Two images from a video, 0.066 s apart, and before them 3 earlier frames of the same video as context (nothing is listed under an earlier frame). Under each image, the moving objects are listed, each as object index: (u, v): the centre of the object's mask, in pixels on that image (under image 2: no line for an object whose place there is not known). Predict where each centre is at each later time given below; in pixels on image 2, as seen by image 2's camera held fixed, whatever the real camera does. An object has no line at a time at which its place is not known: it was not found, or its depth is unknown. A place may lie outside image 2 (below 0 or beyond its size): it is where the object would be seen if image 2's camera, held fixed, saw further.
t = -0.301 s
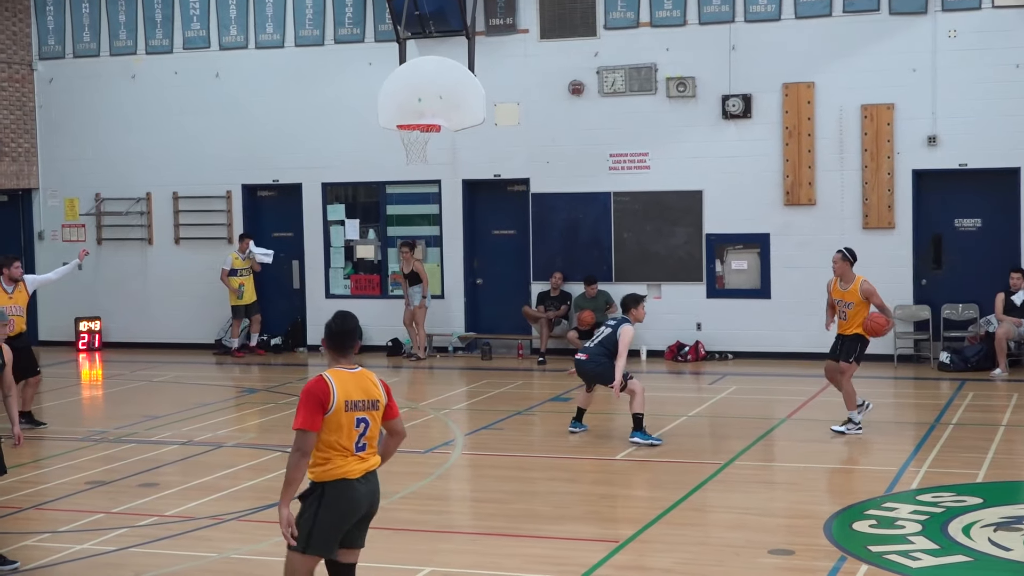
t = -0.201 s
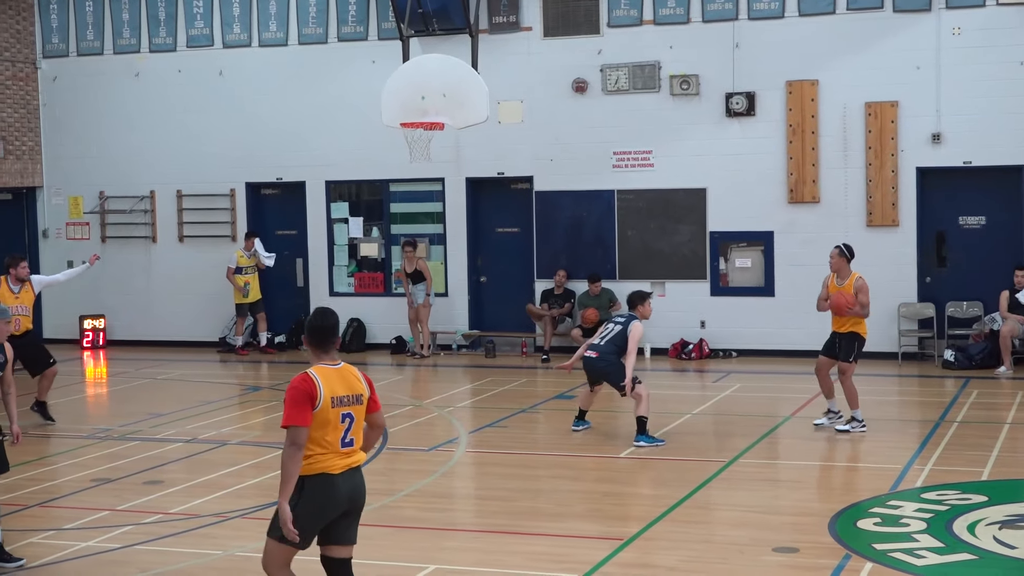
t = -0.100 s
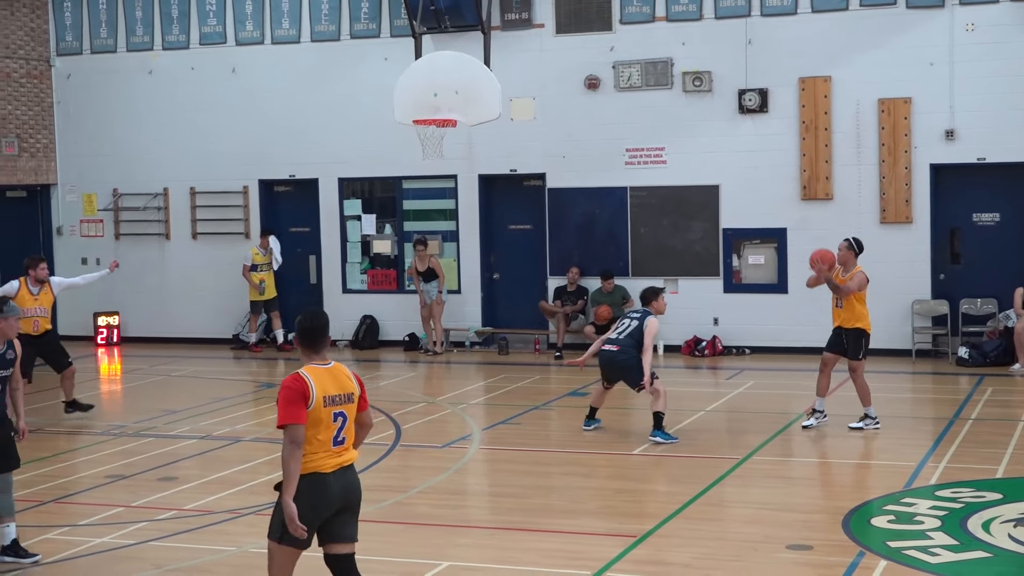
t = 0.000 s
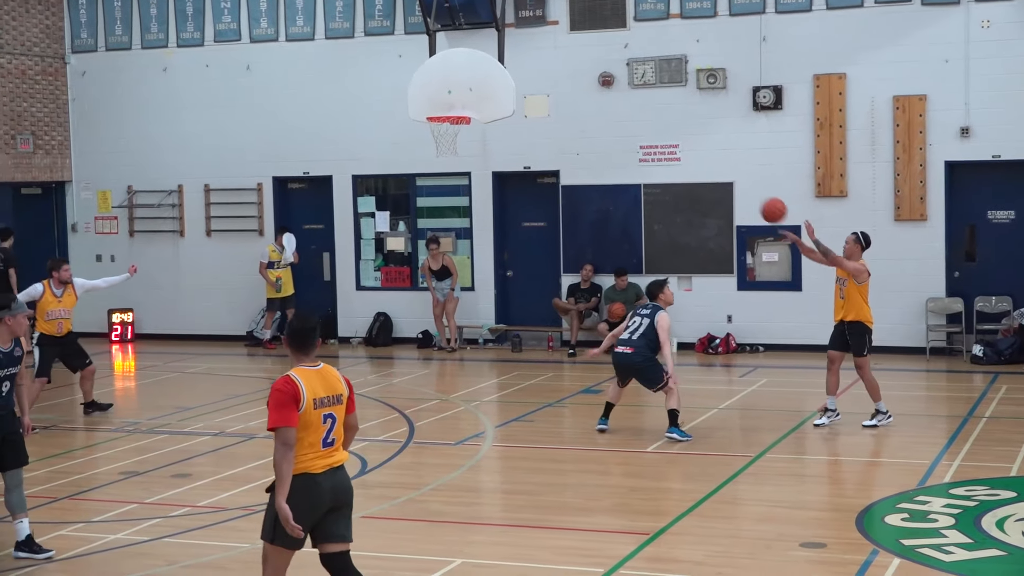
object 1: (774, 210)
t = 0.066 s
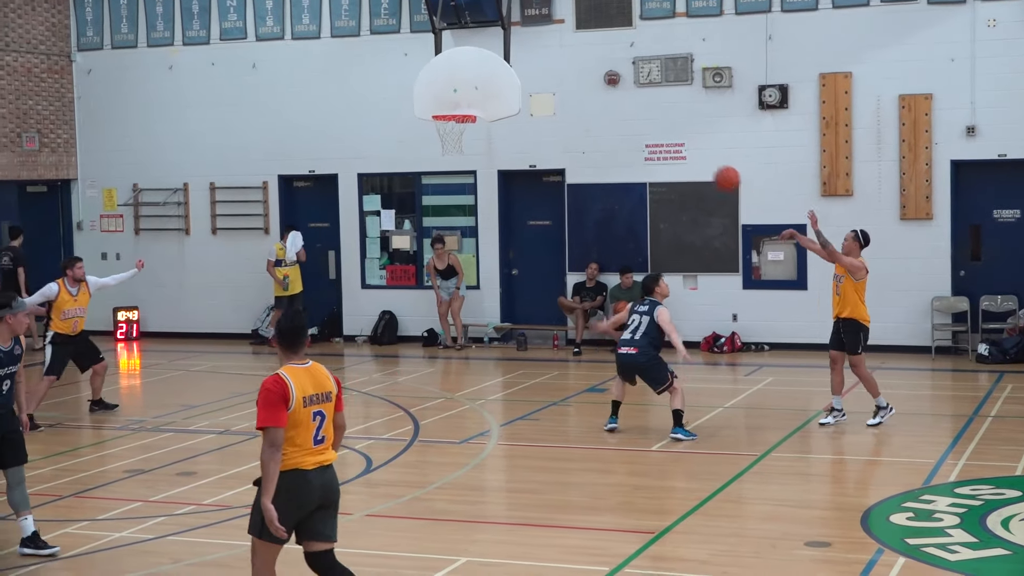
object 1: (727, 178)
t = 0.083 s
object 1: (713, 171)
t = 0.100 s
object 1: (701, 165)
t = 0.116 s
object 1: (688, 159)
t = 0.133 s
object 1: (675, 153)
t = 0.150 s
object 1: (662, 147)
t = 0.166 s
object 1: (649, 142)
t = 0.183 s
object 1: (637, 137)
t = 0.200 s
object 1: (624, 133)
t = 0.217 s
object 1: (612, 128)
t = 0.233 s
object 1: (599, 124)
